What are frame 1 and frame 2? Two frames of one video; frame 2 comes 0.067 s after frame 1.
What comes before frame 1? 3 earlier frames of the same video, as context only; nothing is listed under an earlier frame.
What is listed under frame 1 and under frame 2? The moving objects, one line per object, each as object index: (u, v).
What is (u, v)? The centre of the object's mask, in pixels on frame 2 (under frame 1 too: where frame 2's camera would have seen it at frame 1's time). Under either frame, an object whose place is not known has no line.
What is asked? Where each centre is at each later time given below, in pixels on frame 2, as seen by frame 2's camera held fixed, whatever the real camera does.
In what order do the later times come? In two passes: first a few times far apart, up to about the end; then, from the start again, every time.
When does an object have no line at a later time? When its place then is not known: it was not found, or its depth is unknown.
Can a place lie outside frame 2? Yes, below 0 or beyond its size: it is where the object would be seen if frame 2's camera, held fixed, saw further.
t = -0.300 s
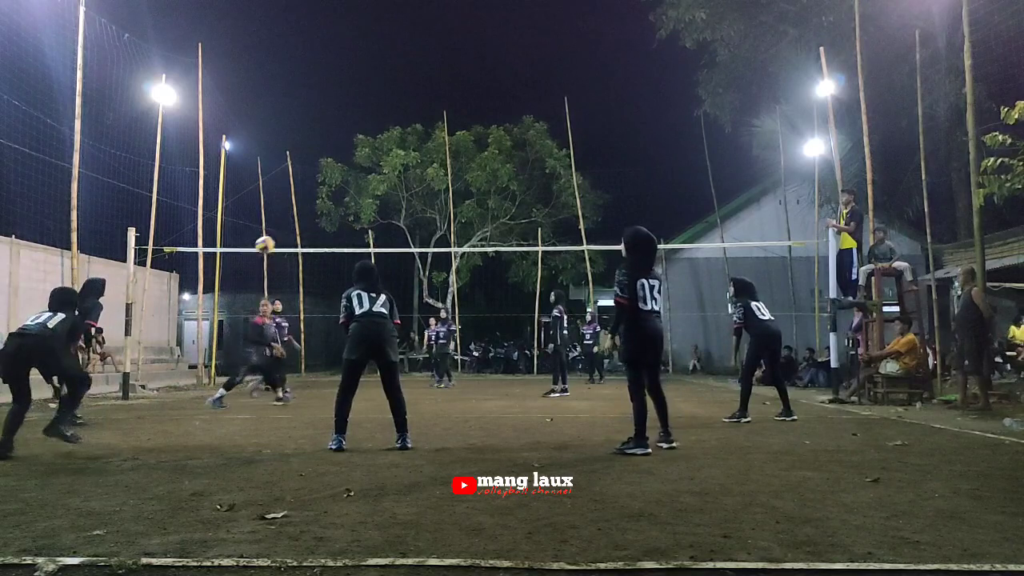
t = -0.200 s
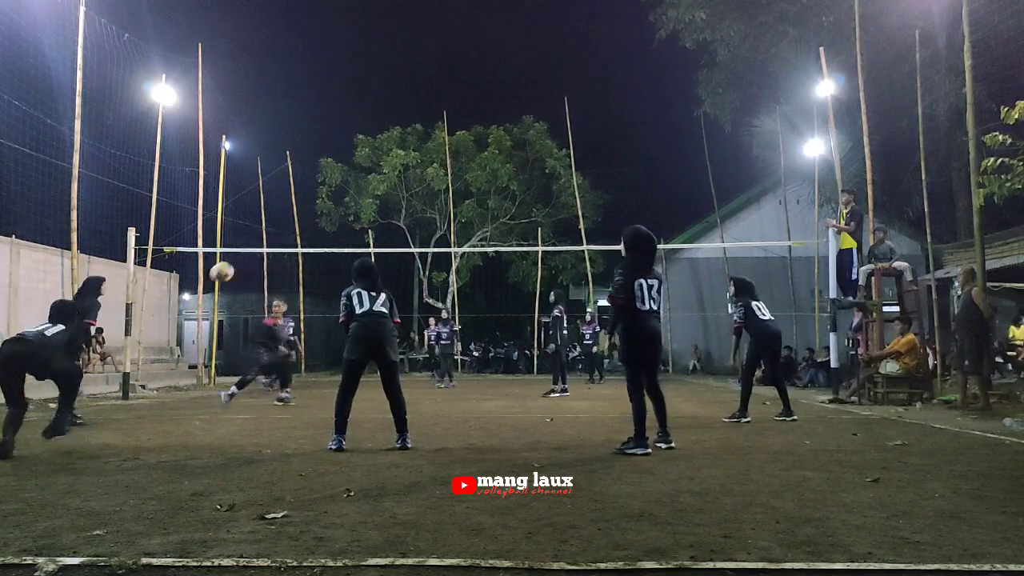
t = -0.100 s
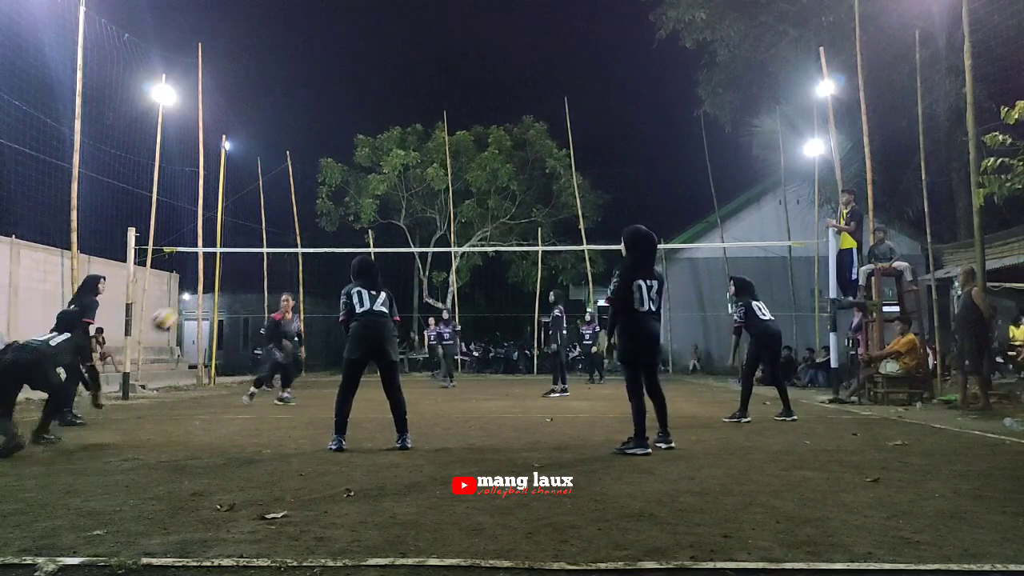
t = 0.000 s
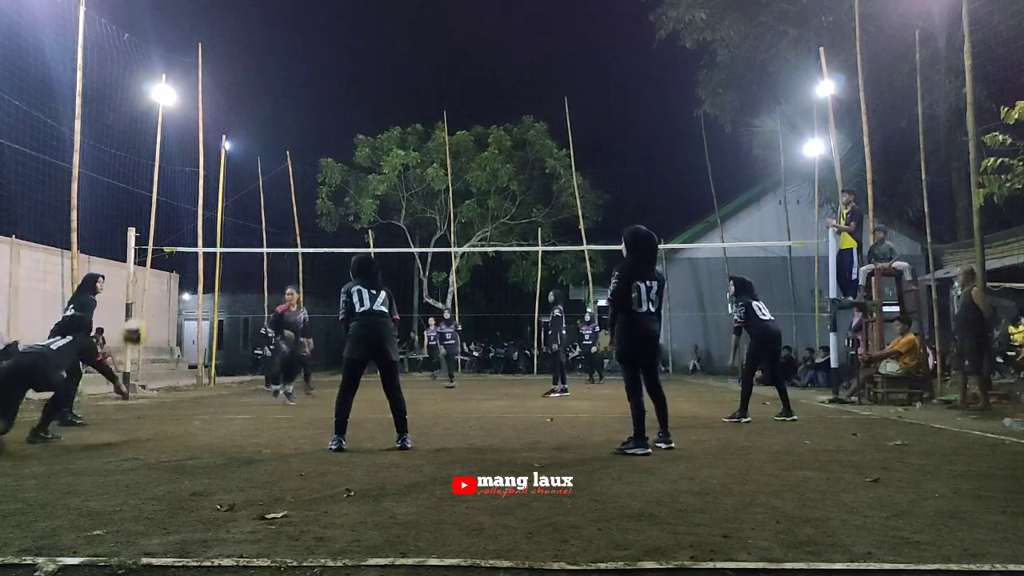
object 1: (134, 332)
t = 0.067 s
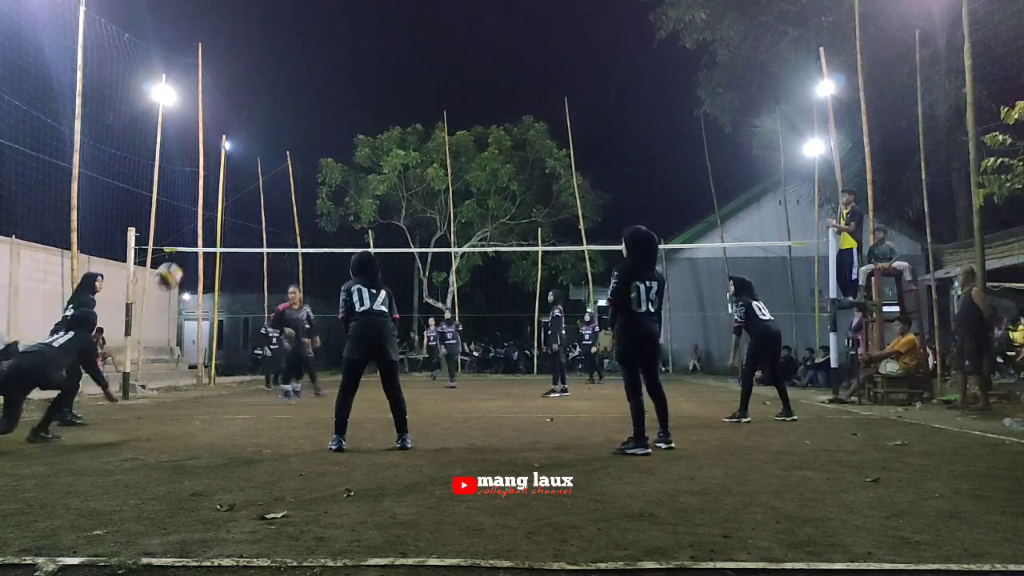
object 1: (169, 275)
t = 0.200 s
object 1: (227, 188)
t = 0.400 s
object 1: (302, 104)
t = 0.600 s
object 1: (365, 65)
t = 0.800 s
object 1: (417, 62)
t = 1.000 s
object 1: (468, 89)
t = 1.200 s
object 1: (514, 143)
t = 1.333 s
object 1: (542, 194)
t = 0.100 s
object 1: (184, 251)
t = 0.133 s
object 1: (198, 229)
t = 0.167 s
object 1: (214, 206)
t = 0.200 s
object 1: (227, 188)
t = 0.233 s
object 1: (240, 170)
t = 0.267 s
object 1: (253, 155)
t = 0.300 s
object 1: (266, 140)
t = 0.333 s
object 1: (278, 126)
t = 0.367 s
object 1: (290, 114)
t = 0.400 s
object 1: (302, 104)
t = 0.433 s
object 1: (313, 94)
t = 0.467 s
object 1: (324, 87)
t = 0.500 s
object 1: (334, 79)
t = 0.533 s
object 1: (345, 73)
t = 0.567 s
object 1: (355, 69)
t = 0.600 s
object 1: (365, 65)
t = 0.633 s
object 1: (375, 63)
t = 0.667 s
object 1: (384, 60)
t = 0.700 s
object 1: (389, 60)
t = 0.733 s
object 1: (398, 59)
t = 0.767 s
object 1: (408, 60)
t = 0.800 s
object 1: (417, 62)
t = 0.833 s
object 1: (425, 64)
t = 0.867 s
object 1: (434, 67)
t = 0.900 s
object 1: (443, 71)
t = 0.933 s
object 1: (451, 77)
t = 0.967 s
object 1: (459, 82)
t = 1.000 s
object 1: (468, 89)
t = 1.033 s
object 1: (476, 96)
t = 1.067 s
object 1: (483, 104)
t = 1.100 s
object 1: (491, 113)
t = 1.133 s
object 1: (499, 121)
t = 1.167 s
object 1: (507, 132)
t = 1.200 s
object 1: (514, 143)
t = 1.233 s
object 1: (521, 155)
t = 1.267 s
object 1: (528, 167)
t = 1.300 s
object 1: (535, 180)
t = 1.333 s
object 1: (542, 194)
